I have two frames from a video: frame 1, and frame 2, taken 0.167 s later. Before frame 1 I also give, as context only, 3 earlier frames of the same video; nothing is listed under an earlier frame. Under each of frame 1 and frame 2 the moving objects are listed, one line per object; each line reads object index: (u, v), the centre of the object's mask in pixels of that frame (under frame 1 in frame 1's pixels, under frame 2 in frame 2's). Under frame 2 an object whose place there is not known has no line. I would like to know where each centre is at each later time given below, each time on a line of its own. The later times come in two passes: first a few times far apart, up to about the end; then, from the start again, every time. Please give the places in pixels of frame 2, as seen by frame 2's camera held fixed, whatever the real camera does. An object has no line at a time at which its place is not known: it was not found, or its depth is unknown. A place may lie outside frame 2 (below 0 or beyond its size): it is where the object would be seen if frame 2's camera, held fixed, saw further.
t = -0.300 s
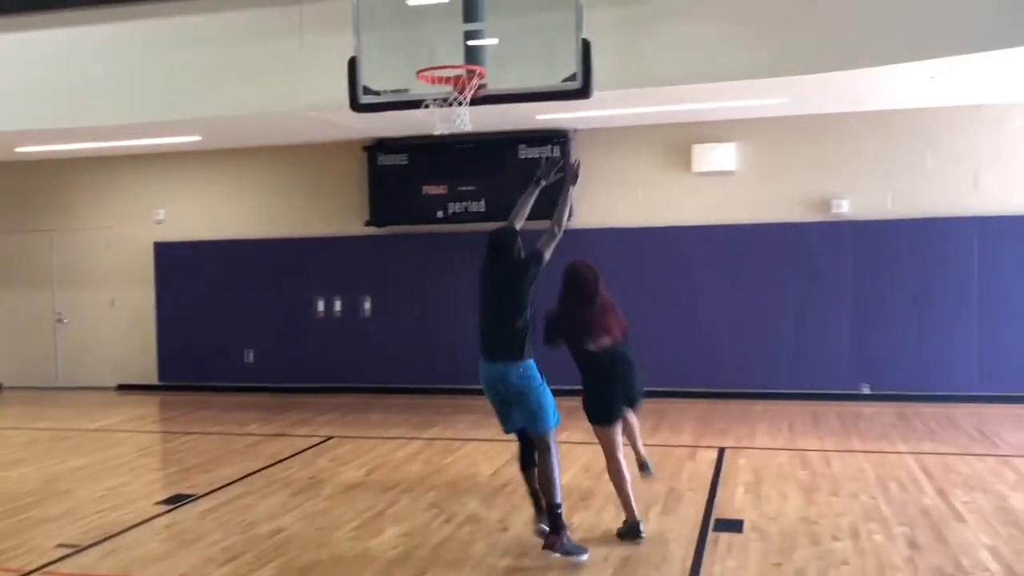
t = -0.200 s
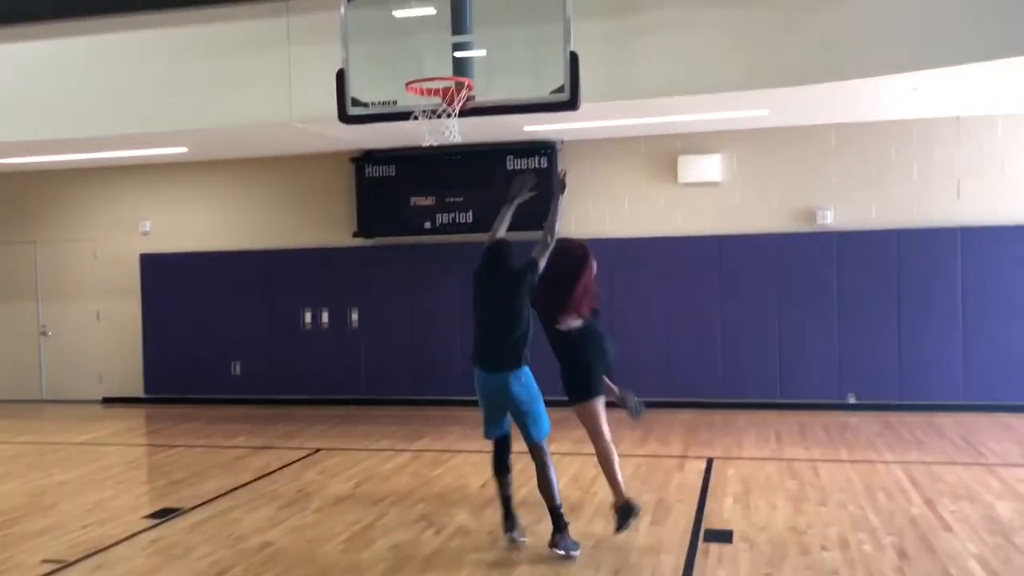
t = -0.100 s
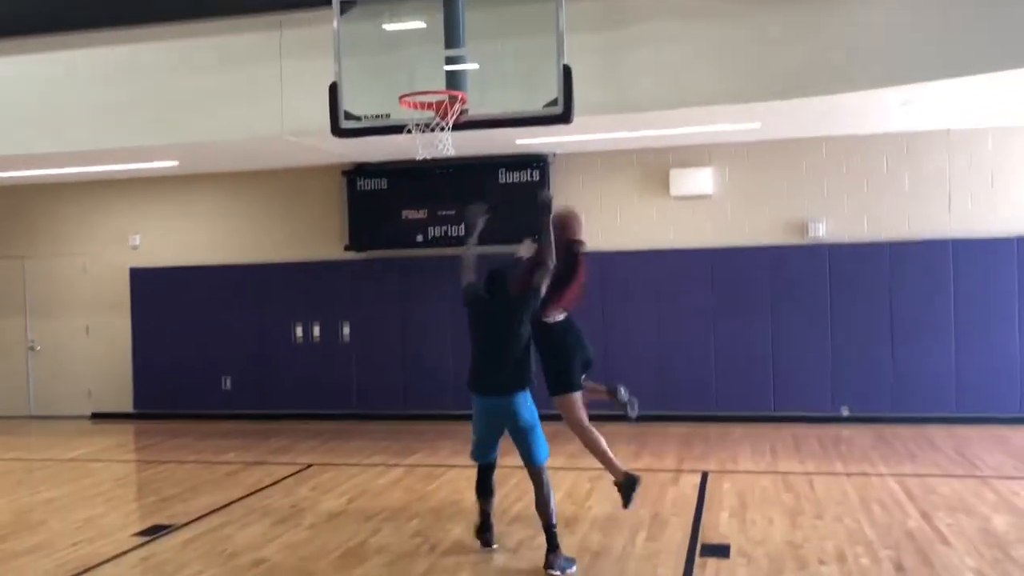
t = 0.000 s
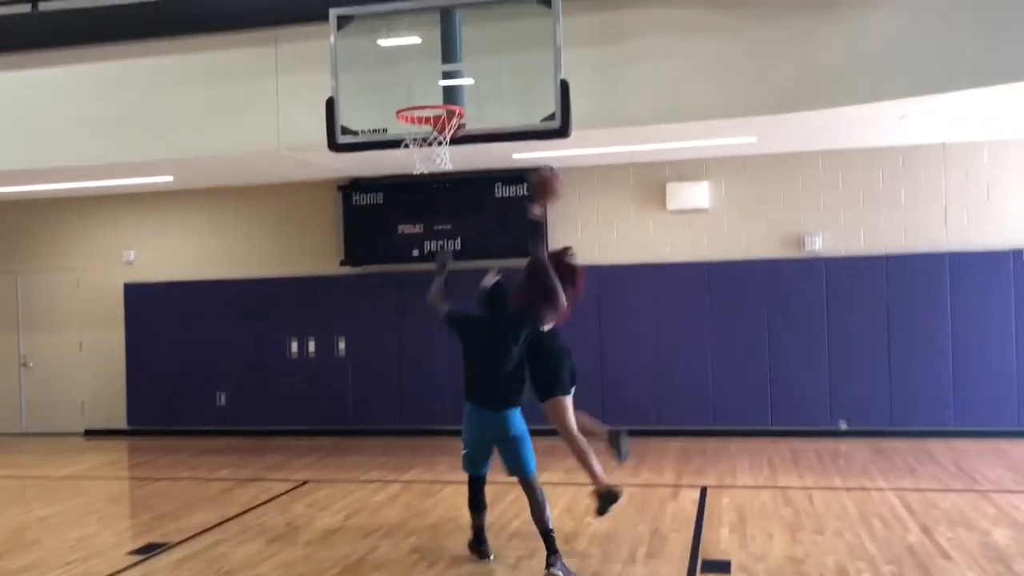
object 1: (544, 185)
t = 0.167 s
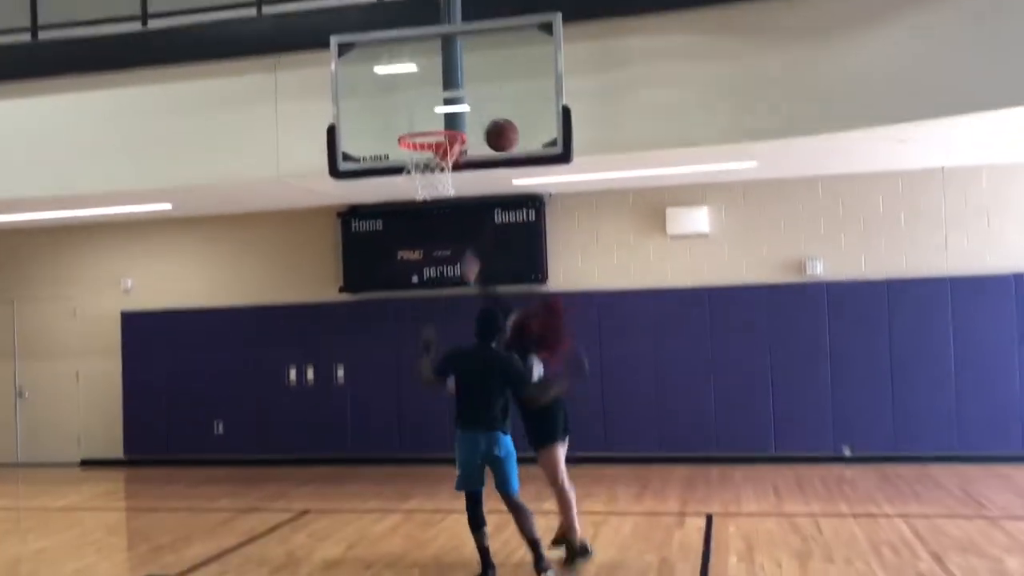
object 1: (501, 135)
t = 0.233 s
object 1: (485, 118)
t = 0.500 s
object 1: (424, 106)
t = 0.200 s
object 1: (493, 126)
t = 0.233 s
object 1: (485, 118)
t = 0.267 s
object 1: (477, 112)
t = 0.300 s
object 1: (469, 107)
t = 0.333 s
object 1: (460, 104)
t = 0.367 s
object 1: (454, 103)
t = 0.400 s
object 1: (446, 102)
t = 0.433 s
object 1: (439, 102)
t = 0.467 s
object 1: (431, 103)
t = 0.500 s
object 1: (424, 106)
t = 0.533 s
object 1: (416, 111)
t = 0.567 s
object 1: (409, 117)
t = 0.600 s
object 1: (403, 123)
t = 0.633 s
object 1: (402, 119)
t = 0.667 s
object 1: (401, 116)
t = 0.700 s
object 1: (401, 115)
